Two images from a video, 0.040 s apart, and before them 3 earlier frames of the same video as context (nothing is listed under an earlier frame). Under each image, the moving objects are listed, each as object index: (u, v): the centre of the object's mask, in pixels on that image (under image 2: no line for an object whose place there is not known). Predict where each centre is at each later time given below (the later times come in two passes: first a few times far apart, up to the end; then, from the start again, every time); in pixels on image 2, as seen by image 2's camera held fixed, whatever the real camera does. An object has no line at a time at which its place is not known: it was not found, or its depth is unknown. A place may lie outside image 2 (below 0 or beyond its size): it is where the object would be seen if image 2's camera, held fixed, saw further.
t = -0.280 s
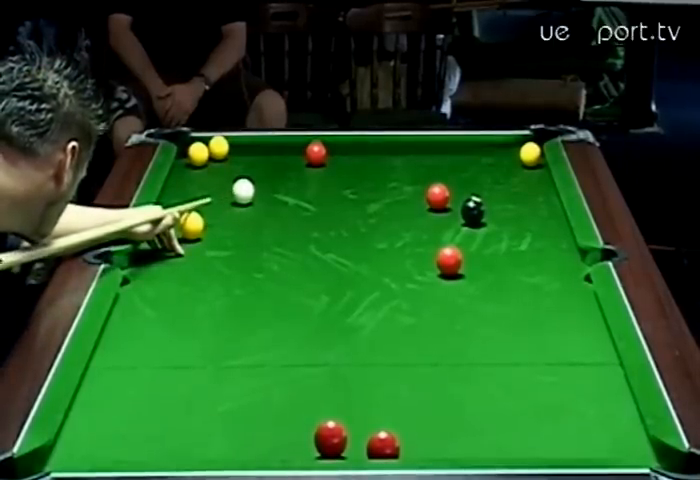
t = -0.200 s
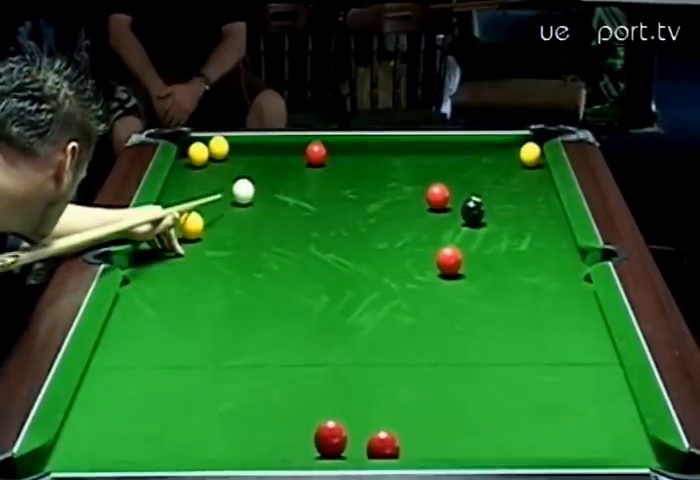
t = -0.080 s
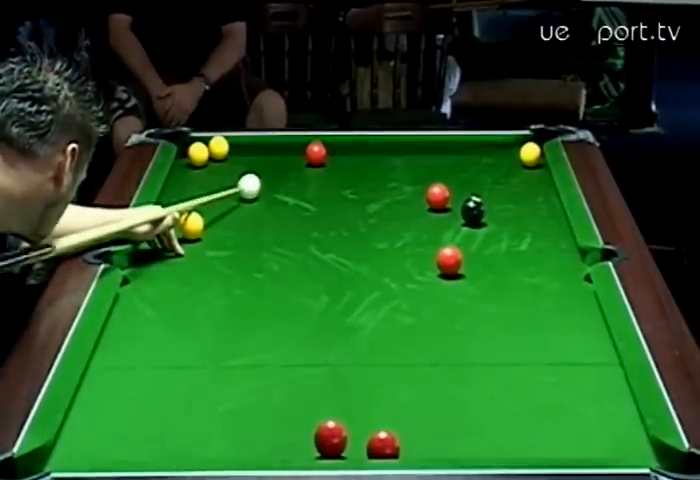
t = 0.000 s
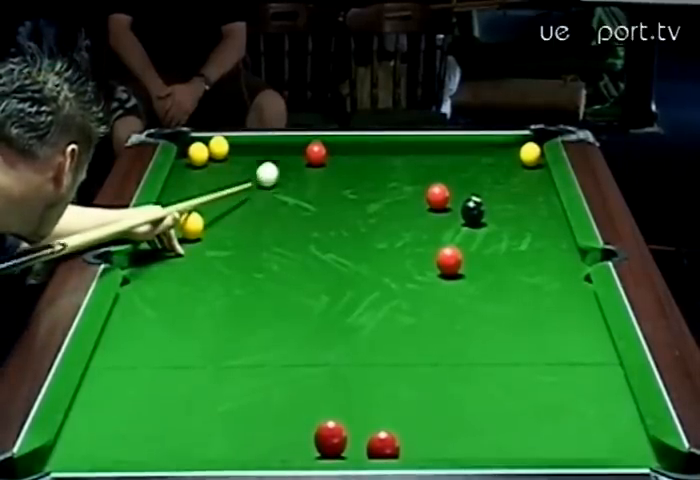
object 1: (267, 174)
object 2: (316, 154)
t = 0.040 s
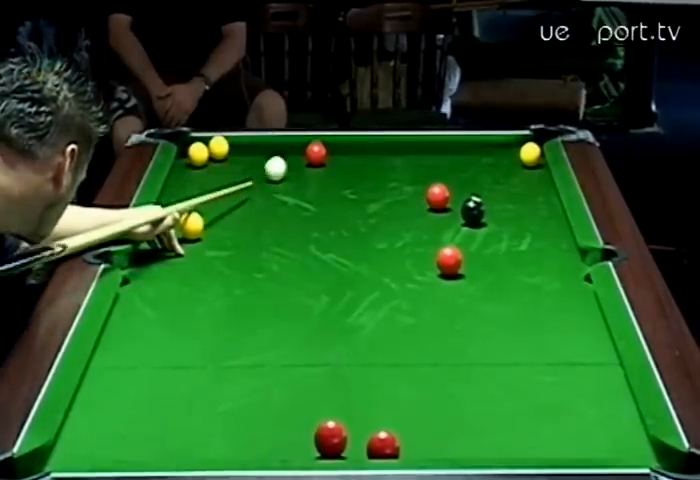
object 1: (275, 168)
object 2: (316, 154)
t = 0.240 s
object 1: (297, 150)
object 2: (327, 153)
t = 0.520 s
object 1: (291, 177)
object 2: (354, 153)
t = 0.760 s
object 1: (286, 202)
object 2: (374, 152)
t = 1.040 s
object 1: (280, 232)
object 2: (395, 151)
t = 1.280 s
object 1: (274, 261)
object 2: (410, 151)
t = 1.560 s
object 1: (266, 297)
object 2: (426, 150)
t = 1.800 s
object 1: (260, 329)
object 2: (436, 150)
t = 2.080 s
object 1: (250, 371)
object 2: (446, 150)
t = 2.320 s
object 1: (241, 409)
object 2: (452, 150)
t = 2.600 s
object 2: (457, 150)
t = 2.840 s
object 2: (458, 150)
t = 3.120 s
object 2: (459, 150)
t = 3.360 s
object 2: (459, 150)
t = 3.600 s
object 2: (459, 150)
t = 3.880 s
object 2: (459, 150)
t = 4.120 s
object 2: (459, 150)
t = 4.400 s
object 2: (459, 150)
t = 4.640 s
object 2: (459, 150)
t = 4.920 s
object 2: (459, 150)
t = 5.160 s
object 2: (459, 150)
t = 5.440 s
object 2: (459, 150)
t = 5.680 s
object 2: (459, 150)
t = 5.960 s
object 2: (459, 150)
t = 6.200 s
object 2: (459, 150)
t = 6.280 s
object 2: (459, 150)
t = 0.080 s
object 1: (283, 163)
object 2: (316, 154)
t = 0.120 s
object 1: (291, 157)
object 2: (316, 154)
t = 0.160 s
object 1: (296, 151)
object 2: (318, 154)
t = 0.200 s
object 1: (298, 147)
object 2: (323, 154)
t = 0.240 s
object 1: (297, 150)
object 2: (327, 153)
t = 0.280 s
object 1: (296, 155)
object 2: (331, 154)
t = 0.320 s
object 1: (295, 158)
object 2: (335, 154)
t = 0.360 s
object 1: (294, 162)
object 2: (339, 153)
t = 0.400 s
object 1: (293, 166)
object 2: (343, 153)
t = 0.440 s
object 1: (293, 170)
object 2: (346, 153)
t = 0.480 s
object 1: (292, 173)
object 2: (350, 153)
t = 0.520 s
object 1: (291, 177)
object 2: (354, 153)
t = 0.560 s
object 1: (291, 181)
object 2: (357, 153)
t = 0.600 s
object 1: (289, 185)
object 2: (361, 152)
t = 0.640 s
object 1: (289, 189)
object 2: (364, 152)
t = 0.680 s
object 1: (288, 193)
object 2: (367, 152)
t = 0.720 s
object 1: (287, 197)
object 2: (371, 152)
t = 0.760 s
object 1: (286, 202)
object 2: (374, 152)
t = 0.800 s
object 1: (285, 206)
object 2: (377, 152)
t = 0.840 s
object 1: (284, 210)
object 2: (380, 152)
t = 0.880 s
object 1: (283, 215)
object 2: (384, 152)
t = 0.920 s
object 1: (283, 219)
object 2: (386, 152)
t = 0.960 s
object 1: (282, 223)
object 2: (389, 151)
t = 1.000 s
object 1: (281, 228)
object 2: (392, 151)
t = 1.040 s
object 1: (280, 232)
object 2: (395, 151)
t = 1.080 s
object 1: (279, 237)
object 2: (397, 151)
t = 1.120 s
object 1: (278, 242)
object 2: (400, 151)
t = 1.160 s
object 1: (277, 246)
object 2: (403, 151)
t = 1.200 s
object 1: (276, 251)
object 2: (405, 151)
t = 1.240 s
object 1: (275, 256)
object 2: (408, 151)
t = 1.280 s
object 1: (274, 261)
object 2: (410, 151)
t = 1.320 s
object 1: (273, 266)
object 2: (413, 151)
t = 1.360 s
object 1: (271, 271)
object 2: (415, 151)
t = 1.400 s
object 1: (270, 276)
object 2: (417, 151)
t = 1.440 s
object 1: (269, 281)
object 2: (420, 150)
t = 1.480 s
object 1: (269, 286)
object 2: (422, 150)
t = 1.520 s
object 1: (268, 291)
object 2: (424, 150)
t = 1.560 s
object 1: (266, 297)
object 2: (426, 150)
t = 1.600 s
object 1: (265, 302)
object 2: (428, 150)
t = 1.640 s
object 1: (264, 307)
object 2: (430, 150)
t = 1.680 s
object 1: (263, 313)
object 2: (431, 150)
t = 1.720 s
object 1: (262, 318)
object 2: (433, 150)
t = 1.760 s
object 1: (261, 324)
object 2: (435, 150)
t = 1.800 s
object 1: (260, 329)
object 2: (436, 150)
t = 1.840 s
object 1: (258, 335)
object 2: (438, 150)
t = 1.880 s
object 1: (257, 341)
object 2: (440, 150)
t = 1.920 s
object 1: (256, 347)
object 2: (441, 150)
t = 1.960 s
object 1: (255, 353)
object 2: (442, 150)
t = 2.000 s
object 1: (253, 359)
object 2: (444, 150)
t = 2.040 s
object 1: (252, 365)
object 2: (445, 150)
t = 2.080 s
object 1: (250, 371)
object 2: (446, 150)
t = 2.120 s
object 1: (249, 377)
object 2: (447, 150)
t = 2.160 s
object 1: (248, 384)
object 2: (449, 150)
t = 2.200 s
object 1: (246, 390)
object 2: (450, 150)
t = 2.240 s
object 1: (244, 396)
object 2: (451, 150)
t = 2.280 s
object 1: (243, 403)
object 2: (452, 150)
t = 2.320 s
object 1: (241, 409)
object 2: (452, 150)
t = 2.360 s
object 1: (240, 416)
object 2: (453, 150)
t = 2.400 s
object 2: (454, 150)
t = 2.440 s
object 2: (454, 150)
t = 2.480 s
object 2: (455, 150)
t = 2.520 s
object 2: (456, 150)
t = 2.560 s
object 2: (456, 150)
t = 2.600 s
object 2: (457, 150)
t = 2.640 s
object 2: (457, 150)
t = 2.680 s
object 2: (457, 150)
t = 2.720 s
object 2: (458, 150)
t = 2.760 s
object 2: (458, 150)
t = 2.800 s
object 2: (458, 150)
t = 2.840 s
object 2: (458, 150)
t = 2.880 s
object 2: (458, 150)
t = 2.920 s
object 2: (459, 150)
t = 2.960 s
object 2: (459, 150)
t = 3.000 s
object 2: (459, 150)
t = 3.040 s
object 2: (459, 150)
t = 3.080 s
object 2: (459, 150)
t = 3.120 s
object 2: (459, 150)
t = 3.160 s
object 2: (459, 150)
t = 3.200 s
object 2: (459, 150)
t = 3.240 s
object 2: (459, 150)
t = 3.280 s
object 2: (459, 150)
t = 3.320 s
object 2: (459, 150)
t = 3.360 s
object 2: (459, 150)
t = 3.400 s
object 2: (459, 150)
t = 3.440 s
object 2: (459, 150)
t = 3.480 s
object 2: (459, 150)
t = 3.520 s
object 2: (459, 150)
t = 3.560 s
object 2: (459, 150)
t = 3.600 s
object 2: (459, 150)
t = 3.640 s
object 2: (459, 150)
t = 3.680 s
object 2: (459, 150)
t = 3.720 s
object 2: (459, 150)
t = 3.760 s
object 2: (459, 150)
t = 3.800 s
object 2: (459, 150)
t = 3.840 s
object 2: (459, 150)
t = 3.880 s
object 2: (459, 150)
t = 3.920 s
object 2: (459, 150)
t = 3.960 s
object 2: (459, 150)
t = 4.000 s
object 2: (459, 150)
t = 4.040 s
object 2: (459, 150)
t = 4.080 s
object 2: (459, 150)
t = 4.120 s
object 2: (459, 150)
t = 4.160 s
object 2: (459, 150)
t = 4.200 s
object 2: (459, 150)
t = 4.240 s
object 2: (459, 150)
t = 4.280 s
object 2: (459, 150)
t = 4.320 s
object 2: (459, 150)
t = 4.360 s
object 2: (459, 150)
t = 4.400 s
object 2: (459, 150)
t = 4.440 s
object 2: (459, 150)
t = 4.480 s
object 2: (459, 150)
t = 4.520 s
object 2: (459, 150)
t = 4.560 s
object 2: (459, 150)
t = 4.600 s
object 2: (459, 150)
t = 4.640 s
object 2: (459, 150)
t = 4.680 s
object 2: (459, 150)
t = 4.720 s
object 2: (459, 150)
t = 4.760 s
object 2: (459, 150)
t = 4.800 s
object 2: (459, 150)
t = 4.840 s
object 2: (459, 150)
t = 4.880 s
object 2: (459, 150)
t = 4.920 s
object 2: (459, 150)
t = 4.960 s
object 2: (459, 150)
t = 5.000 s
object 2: (459, 150)
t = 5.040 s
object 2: (459, 150)
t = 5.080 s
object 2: (459, 150)
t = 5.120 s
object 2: (459, 150)
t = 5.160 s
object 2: (459, 150)
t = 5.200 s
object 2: (459, 150)
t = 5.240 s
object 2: (459, 150)
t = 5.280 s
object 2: (459, 150)
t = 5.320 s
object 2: (459, 150)
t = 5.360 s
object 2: (459, 150)
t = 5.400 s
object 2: (459, 150)
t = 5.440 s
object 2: (459, 150)
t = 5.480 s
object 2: (459, 150)
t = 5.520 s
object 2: (459, 150)
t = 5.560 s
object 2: (459, 150)
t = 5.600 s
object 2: (459, 150)
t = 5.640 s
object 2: (459, 150)
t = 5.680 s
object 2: (459, 150)
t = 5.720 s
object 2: (459, 150)
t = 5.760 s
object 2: (459, 150)
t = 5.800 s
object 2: (459, 150)
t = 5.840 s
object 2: (459, 150)
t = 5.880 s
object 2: (459, 150)
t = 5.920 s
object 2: (459, 150)
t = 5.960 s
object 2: (459, 150)
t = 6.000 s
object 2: (459, 150)
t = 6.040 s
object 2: (459, 150)
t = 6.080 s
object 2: (459, 150)
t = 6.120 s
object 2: (459, 150)
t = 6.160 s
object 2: (459, 150)
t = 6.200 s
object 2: (459, 150)
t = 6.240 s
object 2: (459, 150)
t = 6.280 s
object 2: (459, 150)
